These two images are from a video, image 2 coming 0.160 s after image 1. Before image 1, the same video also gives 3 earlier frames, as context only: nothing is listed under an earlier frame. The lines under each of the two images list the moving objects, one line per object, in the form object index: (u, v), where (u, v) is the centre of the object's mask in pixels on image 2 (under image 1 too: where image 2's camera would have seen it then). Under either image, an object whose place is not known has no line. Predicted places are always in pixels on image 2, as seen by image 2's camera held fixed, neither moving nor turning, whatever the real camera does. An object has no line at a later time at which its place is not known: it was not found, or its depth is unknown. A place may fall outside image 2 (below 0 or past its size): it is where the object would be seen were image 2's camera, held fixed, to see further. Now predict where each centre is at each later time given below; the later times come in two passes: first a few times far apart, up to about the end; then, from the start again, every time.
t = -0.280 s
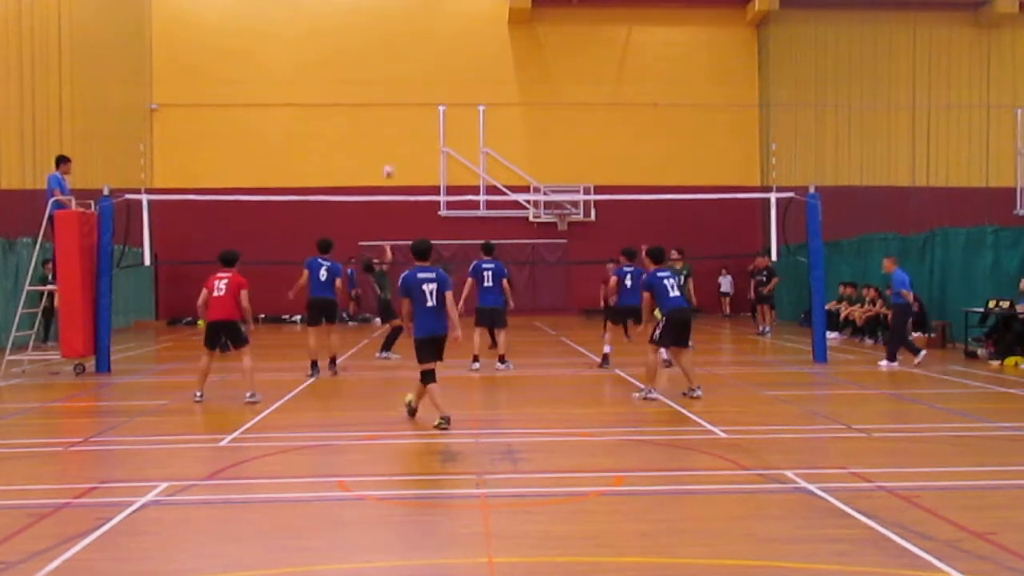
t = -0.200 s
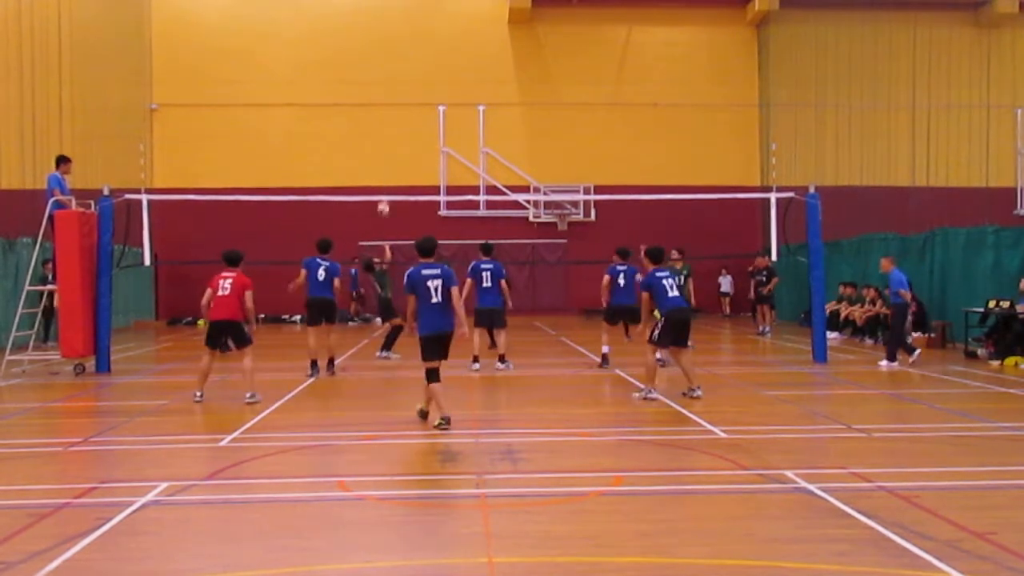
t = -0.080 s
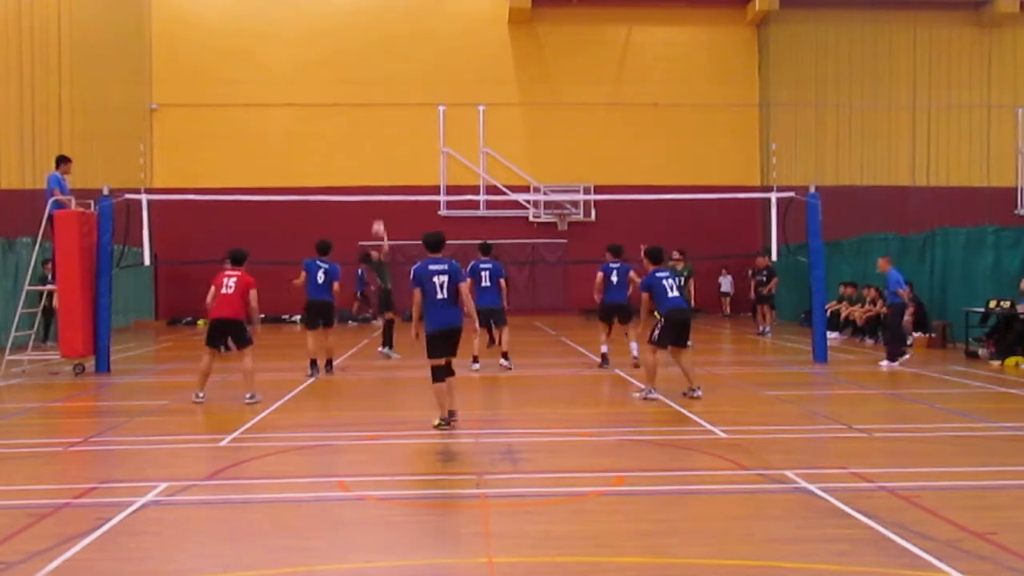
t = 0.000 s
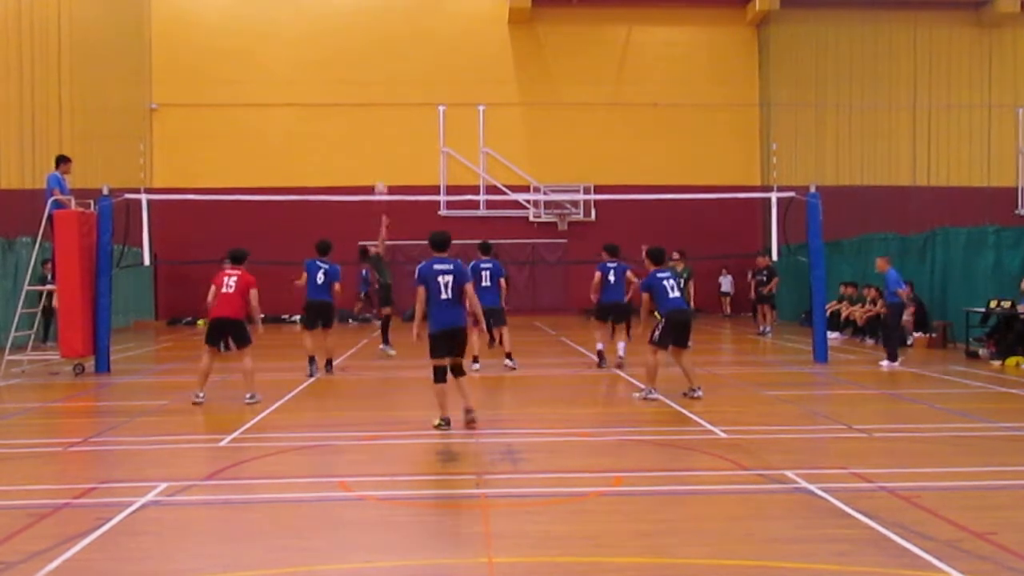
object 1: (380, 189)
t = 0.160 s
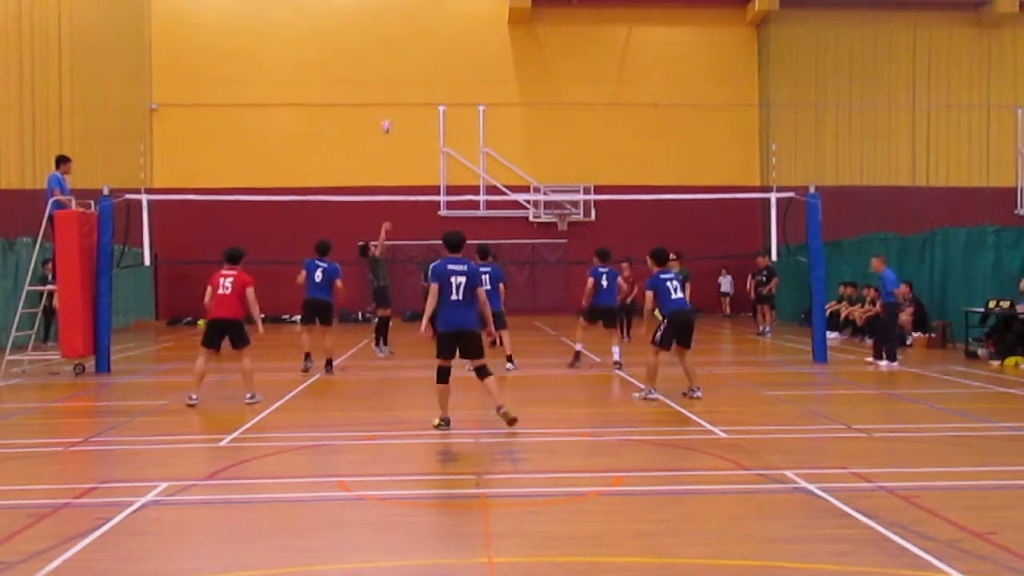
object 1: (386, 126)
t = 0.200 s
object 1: (388, 113)
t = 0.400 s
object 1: (394, 63)
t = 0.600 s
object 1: (401, 39)
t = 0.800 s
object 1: (407, 38)
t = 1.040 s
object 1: (415, 71)
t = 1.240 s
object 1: (421, 122)
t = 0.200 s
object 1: (388, 113)
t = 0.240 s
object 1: (390, 102)
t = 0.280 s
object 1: (390, 90)
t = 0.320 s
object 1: (391, 80)
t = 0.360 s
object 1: (393, 71)
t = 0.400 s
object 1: (394, 63)
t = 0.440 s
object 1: (396, 57)
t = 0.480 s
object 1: (396, 50)
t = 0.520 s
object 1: (398, 46)
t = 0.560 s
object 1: (400, 41)
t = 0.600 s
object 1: (401, 39)
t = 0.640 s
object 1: (402, 37)
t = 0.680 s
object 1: (402, 36)
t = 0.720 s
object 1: (404, 36)
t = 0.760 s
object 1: (406, 36)
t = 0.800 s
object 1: (407, 38)
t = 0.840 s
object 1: (409, 41)
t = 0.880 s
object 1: (410, 45)
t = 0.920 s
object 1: (411, 51)
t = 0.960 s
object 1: (413, 57)
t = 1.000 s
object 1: (415, 63)
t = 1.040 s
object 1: (415, 71)
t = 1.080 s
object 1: (416, 79)
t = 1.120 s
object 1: (418, 89)
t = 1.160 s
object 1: (418, 99)
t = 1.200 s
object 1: (421, 110)
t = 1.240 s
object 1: (421, 122)
